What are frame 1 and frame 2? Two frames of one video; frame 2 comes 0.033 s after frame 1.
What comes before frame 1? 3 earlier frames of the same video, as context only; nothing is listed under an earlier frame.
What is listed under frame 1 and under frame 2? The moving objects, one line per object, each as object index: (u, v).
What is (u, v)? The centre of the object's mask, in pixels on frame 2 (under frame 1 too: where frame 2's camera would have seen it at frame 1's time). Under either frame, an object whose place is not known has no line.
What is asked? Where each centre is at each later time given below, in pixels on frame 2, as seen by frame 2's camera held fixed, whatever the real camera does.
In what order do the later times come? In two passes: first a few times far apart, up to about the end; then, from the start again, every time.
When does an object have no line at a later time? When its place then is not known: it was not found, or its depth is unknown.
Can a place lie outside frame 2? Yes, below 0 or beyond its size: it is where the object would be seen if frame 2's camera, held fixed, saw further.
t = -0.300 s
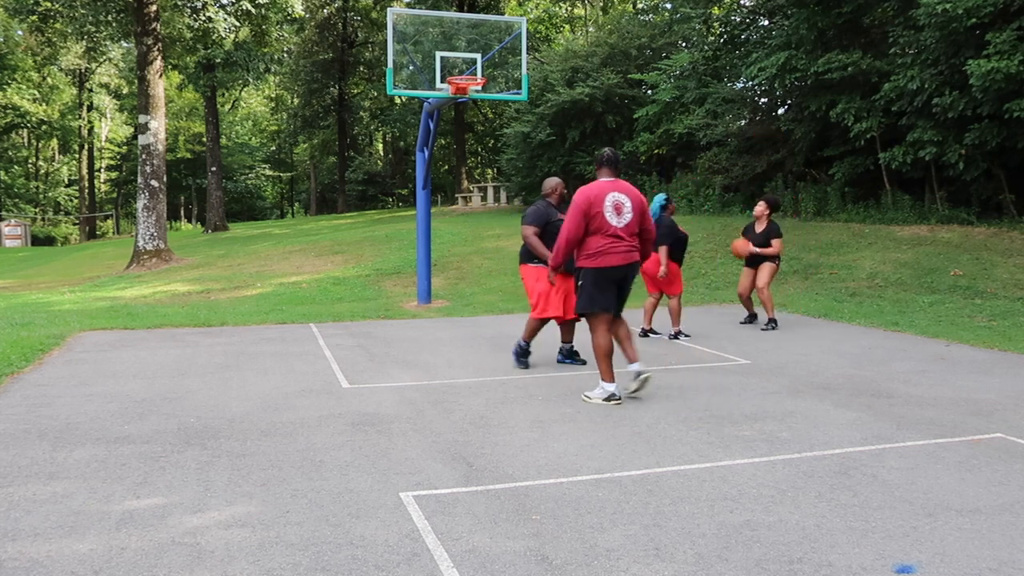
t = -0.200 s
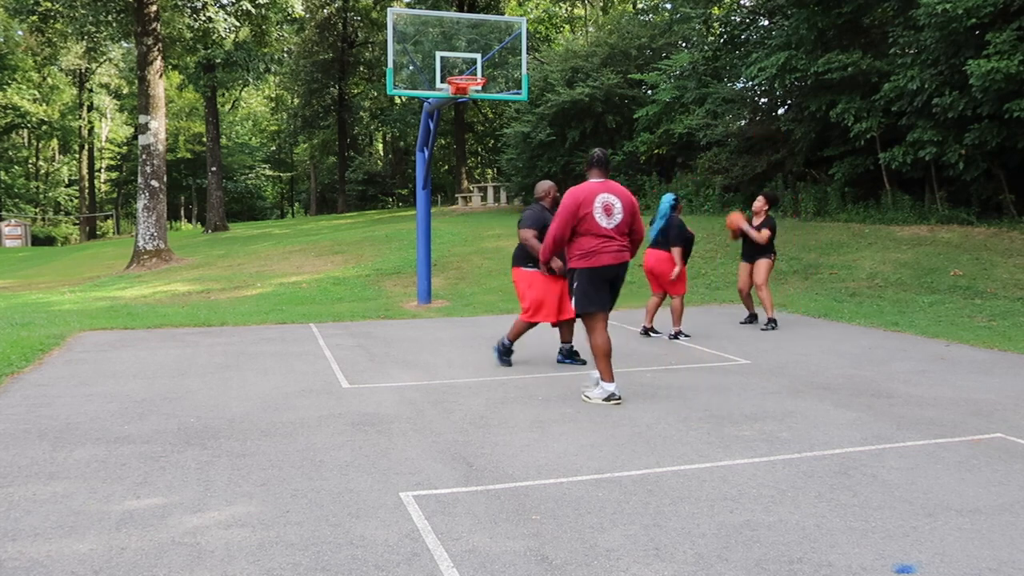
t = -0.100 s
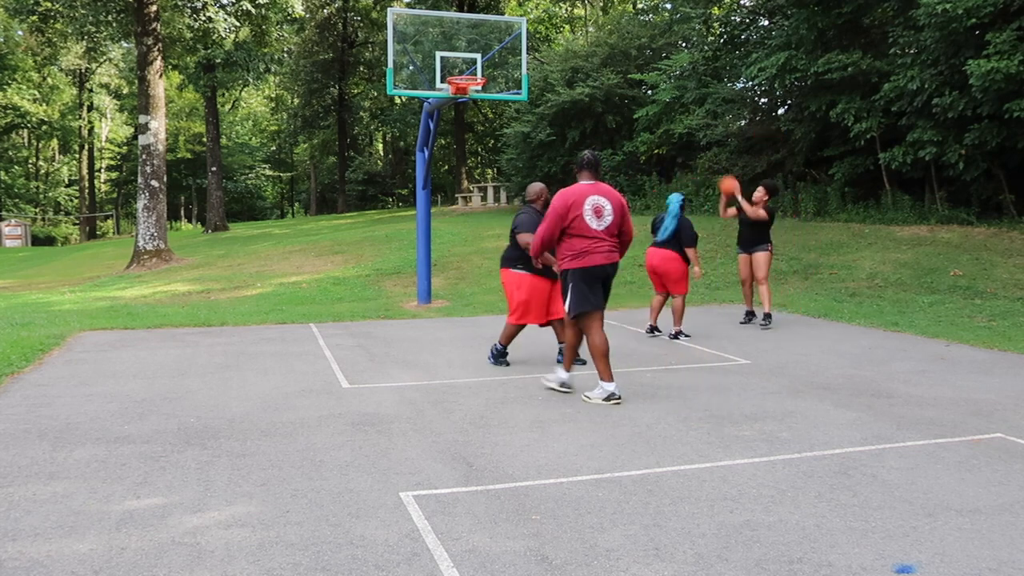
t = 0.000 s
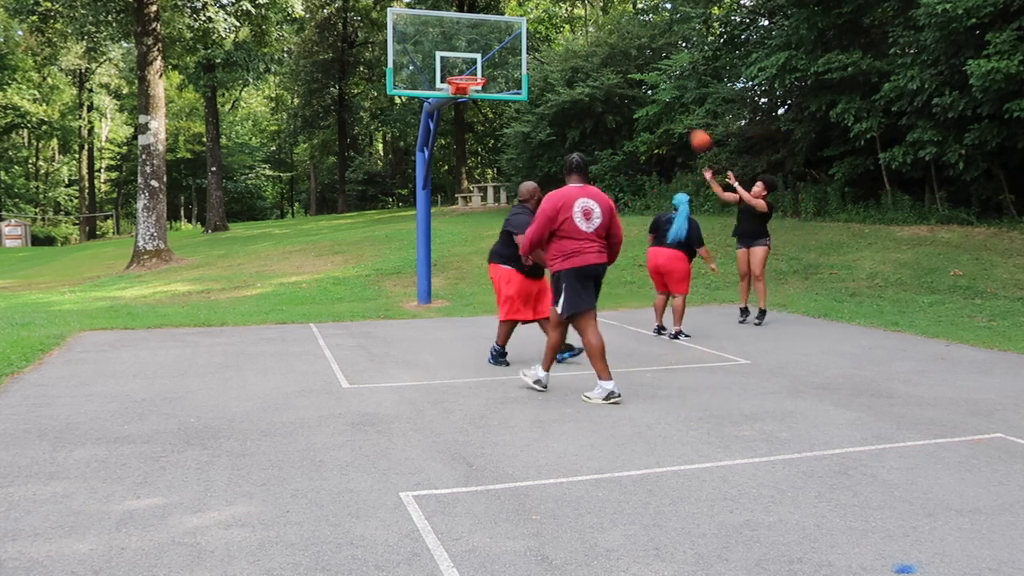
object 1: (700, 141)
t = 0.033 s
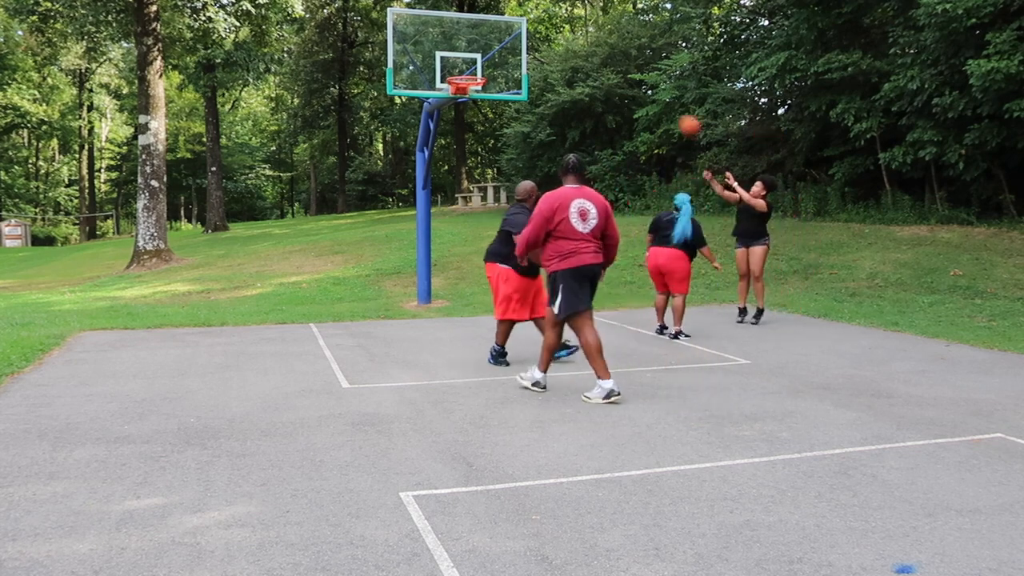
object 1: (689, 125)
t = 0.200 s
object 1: (637, 69)
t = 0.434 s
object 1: (566, 28)
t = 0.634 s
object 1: (507, 28)
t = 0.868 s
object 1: (457, 56)
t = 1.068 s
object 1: (456, 53)
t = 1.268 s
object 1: (467, 50)
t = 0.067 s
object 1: (678, 112)
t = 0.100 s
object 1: (669, 100)
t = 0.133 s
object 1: (658, 89)
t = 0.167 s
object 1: (649, 79)
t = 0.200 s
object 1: (637, 69)
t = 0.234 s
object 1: (627, 61)
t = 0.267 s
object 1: (617, 53)
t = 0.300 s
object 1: (607, 46)
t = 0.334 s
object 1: (597, 41)
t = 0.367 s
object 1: (586, 36)
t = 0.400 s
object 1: (576, 32)
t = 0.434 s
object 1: (566, 28)
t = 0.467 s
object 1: (555, 26)
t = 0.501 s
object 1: (546, 25)
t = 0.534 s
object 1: (536, 24)
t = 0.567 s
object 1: (527, 25)
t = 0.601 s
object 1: (516, 27)
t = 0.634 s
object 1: (507, 28)
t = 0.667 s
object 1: (496, 31)
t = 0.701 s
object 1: (486, 35)
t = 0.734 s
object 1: (478, 40)
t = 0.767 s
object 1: (469, 44)
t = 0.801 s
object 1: (465, 48)
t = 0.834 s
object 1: (462, 51)
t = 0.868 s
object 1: (457, 56)
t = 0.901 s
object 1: (454, 62)
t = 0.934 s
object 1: (451, 67)
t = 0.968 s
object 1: (451, 66)
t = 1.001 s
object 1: (453, 61)
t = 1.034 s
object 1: (454, 57)
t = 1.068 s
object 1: (456, 53)
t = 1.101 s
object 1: (458, 50)
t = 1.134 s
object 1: (460, 48)
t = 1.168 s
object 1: (462, 47)
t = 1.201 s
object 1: (464, 47)
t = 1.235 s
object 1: (465, 48)
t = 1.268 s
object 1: (467, 50)
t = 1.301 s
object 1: (469, 52)
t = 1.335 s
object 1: (471, 56)
